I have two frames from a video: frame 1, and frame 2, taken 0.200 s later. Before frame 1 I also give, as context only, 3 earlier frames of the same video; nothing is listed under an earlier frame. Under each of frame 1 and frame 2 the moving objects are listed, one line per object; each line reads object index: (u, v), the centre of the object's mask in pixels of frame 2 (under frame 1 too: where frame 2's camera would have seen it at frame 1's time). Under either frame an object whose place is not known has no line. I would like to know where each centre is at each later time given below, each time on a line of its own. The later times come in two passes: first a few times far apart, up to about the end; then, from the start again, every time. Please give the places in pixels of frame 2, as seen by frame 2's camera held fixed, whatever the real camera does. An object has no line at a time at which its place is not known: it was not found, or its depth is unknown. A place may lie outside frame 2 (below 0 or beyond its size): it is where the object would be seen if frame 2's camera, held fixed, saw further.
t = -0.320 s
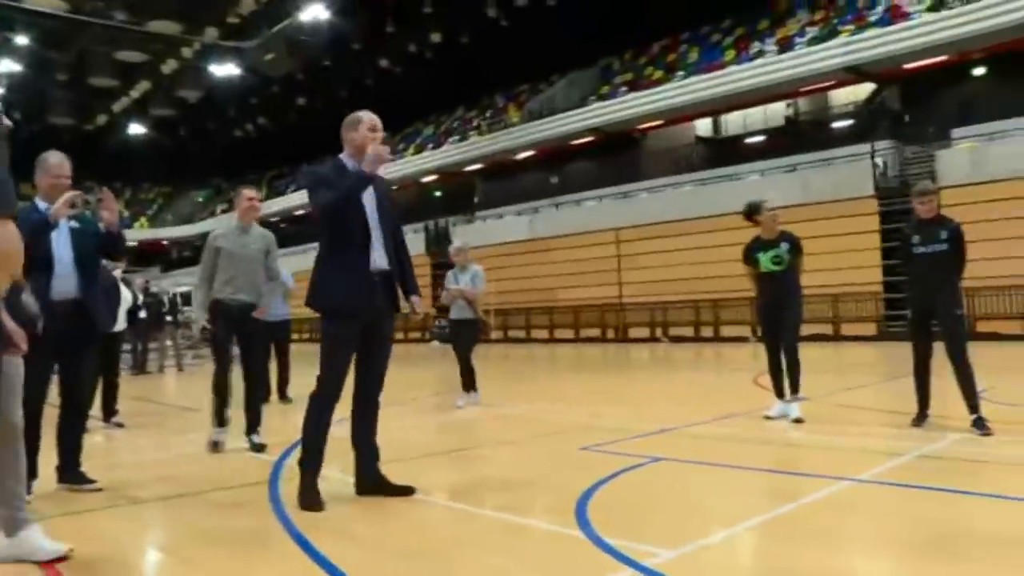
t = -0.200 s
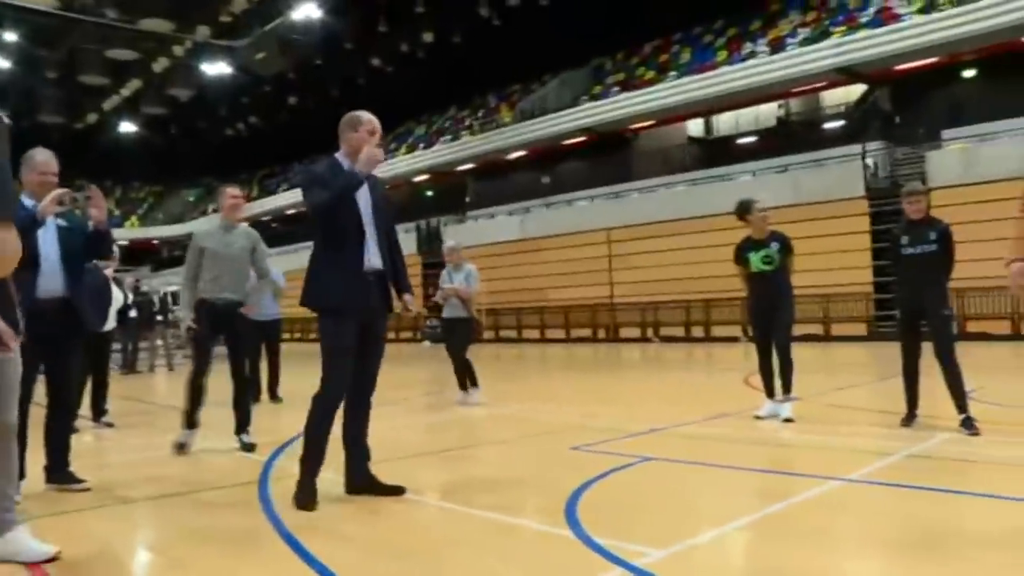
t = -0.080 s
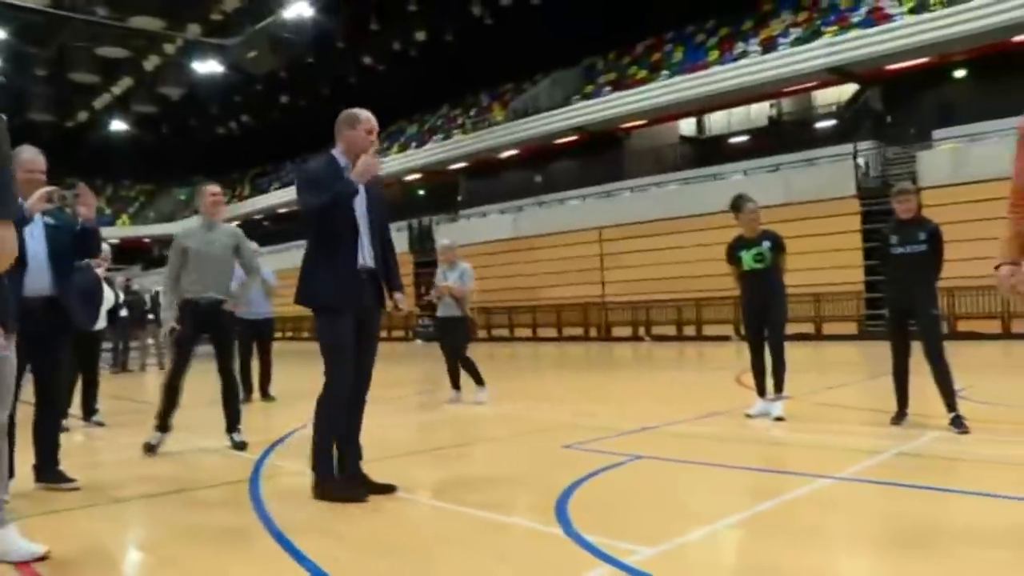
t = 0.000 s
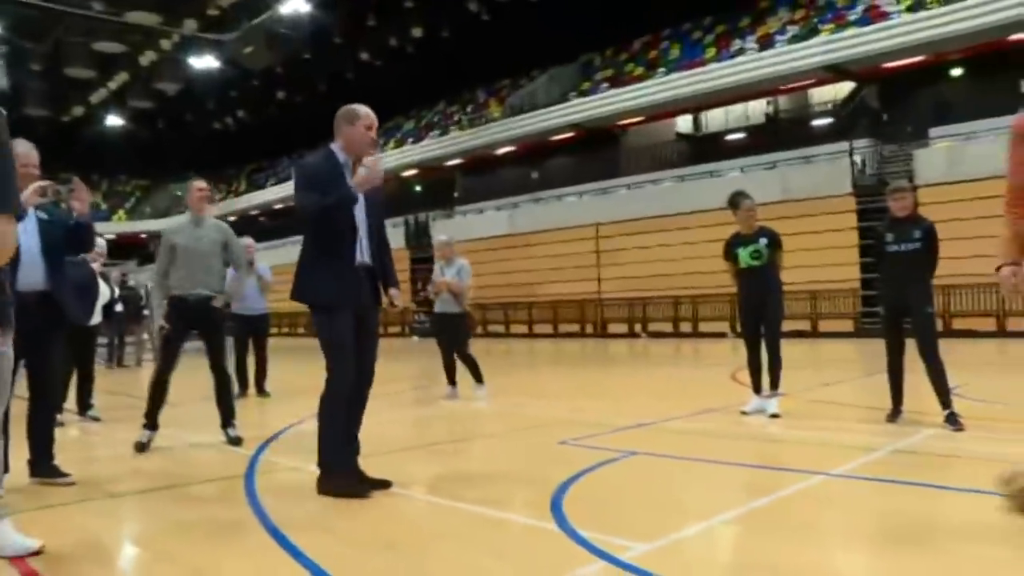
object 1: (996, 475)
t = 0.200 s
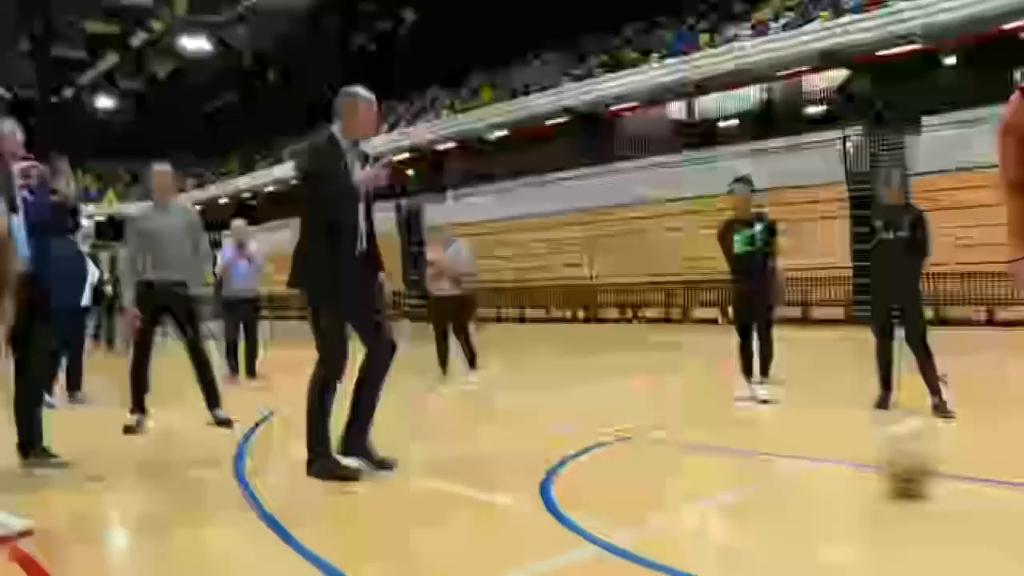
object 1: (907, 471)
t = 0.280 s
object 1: (866, 476)
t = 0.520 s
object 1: (749, 474)
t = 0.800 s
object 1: (620, 473)
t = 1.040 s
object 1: (516, 471)
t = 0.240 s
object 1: (887, 475)
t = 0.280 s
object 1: (866, 476)
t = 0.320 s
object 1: (847, 476)
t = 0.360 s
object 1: (826, 476)
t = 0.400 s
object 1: (808, 477)
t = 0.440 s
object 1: (787, 476)
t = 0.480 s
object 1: (768, 475)
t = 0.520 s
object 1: (749, 474)
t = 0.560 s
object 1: (730, 474)
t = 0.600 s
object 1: (711, 472)
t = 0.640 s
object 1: (692, 472)
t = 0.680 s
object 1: (674, 472)
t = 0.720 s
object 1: (657, 472)
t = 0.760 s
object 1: (638, 473)
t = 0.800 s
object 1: (620, 473)
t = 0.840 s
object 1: (603, 472)
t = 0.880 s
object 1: (585, 474)
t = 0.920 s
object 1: (570, 473)
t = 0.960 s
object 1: (551, 473)
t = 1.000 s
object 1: (534, 470)
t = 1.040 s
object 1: (516, 471)
